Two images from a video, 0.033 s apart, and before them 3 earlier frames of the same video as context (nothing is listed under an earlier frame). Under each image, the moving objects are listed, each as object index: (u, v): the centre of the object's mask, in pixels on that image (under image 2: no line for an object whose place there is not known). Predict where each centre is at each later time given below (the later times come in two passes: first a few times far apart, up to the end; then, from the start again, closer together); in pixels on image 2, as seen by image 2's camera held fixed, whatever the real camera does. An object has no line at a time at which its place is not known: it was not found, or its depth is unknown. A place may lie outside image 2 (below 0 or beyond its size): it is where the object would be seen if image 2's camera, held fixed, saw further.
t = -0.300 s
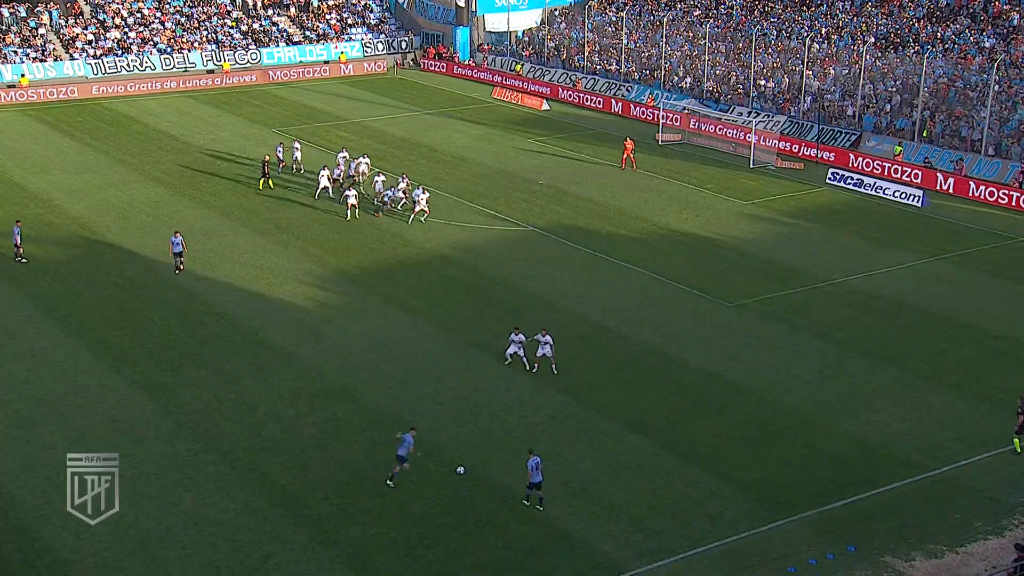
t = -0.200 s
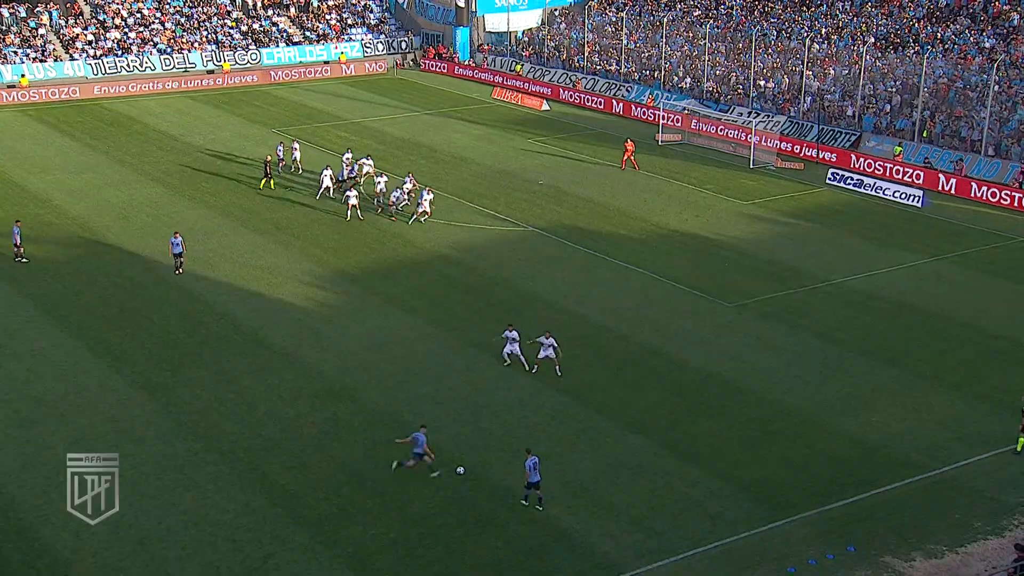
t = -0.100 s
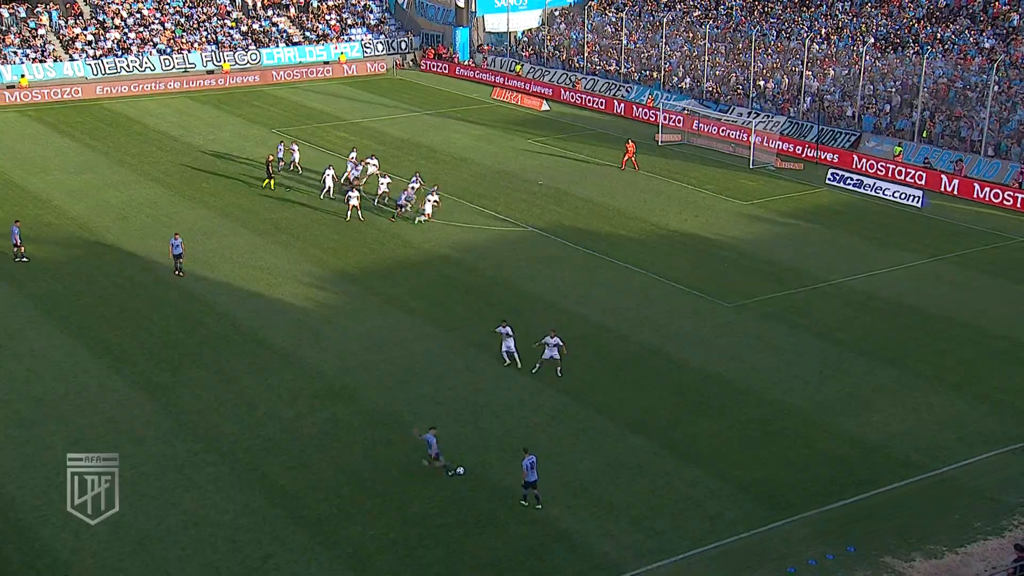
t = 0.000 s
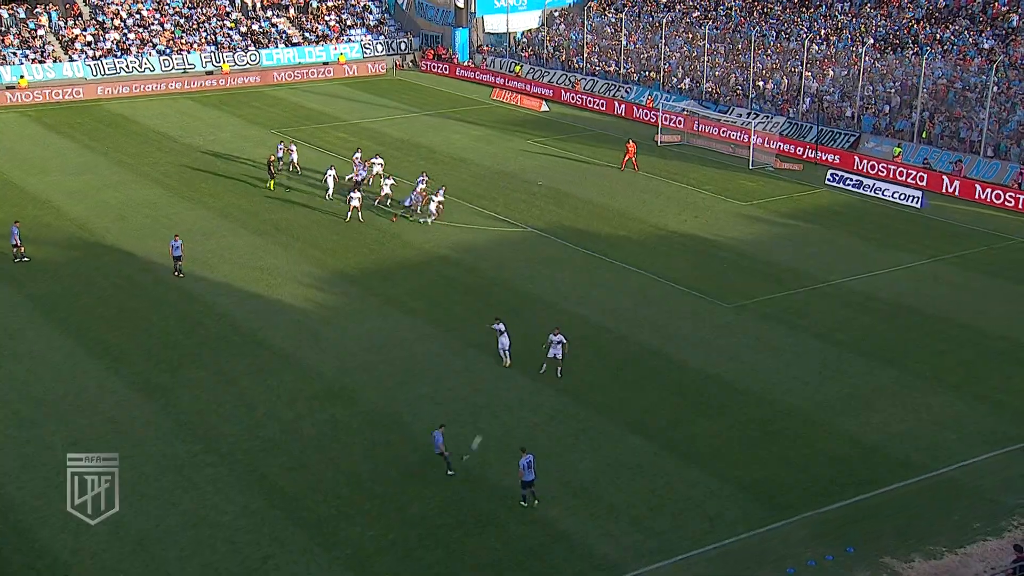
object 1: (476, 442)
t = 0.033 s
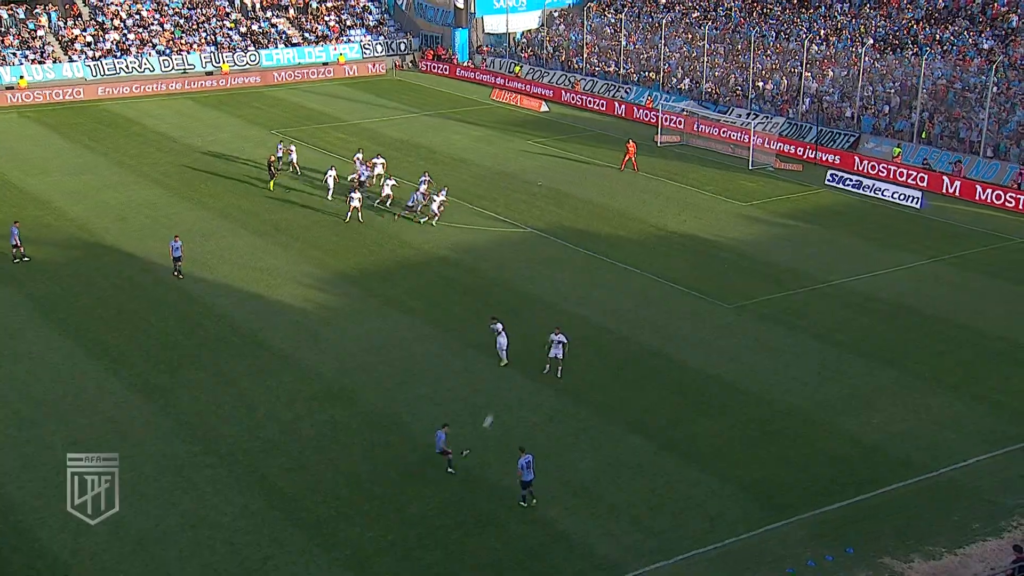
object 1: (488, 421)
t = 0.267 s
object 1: (545, 303)
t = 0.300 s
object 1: (551, 290)
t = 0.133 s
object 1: (517, 364)
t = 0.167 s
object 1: (525, 347)
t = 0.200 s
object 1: (533, 331)
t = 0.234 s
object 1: (539, 317)
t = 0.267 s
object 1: (545, 303)
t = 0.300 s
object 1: (551, 290)
